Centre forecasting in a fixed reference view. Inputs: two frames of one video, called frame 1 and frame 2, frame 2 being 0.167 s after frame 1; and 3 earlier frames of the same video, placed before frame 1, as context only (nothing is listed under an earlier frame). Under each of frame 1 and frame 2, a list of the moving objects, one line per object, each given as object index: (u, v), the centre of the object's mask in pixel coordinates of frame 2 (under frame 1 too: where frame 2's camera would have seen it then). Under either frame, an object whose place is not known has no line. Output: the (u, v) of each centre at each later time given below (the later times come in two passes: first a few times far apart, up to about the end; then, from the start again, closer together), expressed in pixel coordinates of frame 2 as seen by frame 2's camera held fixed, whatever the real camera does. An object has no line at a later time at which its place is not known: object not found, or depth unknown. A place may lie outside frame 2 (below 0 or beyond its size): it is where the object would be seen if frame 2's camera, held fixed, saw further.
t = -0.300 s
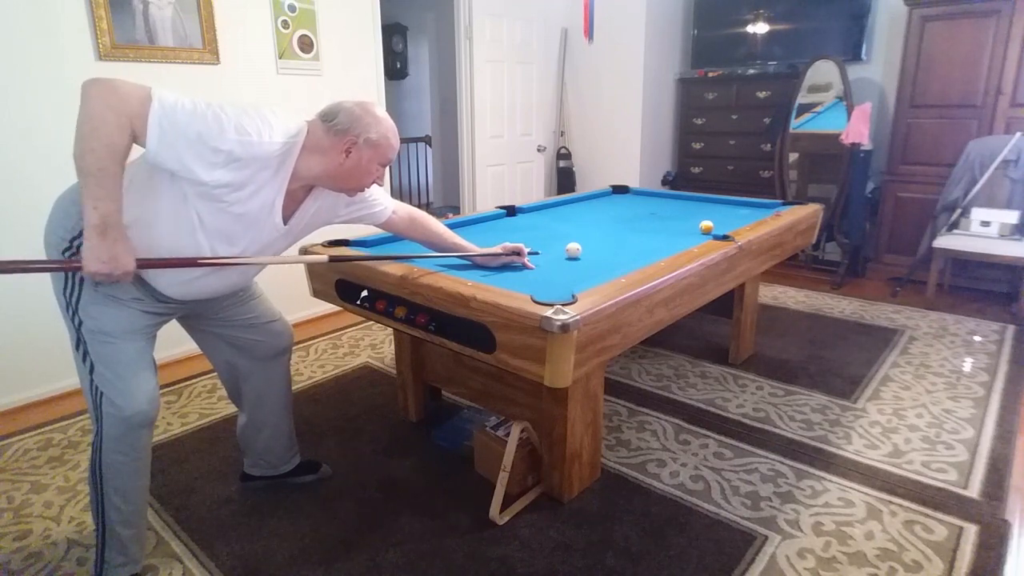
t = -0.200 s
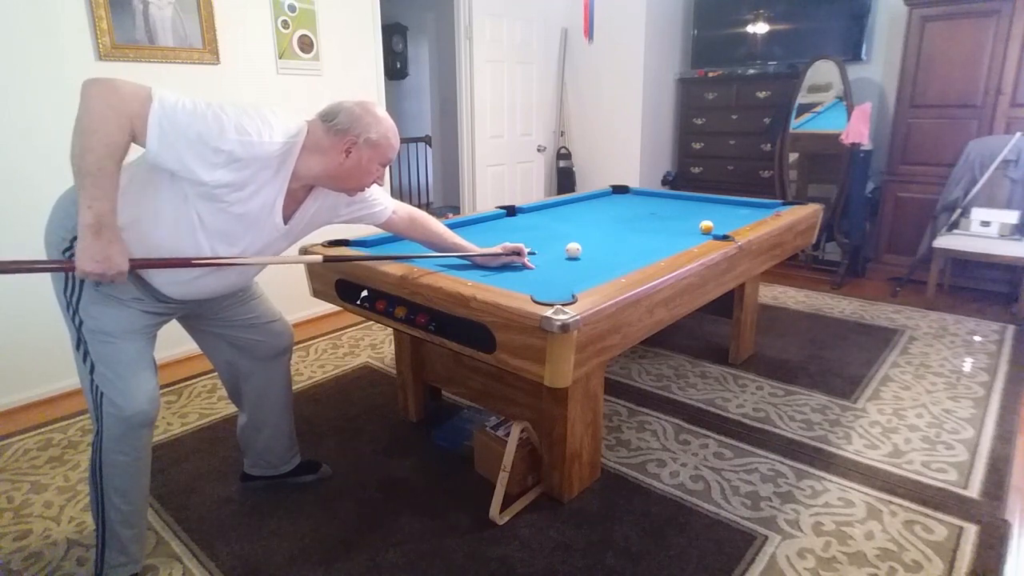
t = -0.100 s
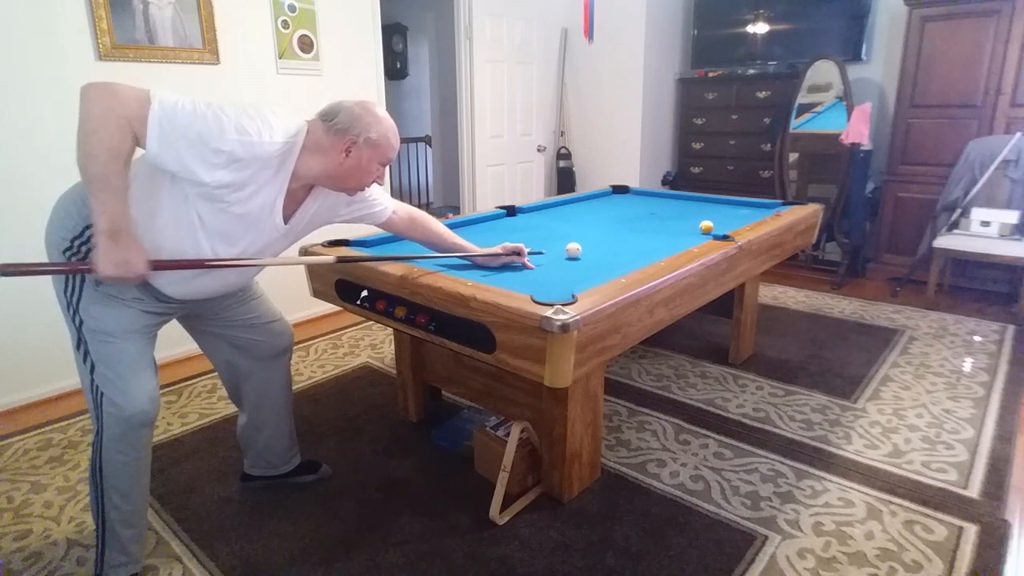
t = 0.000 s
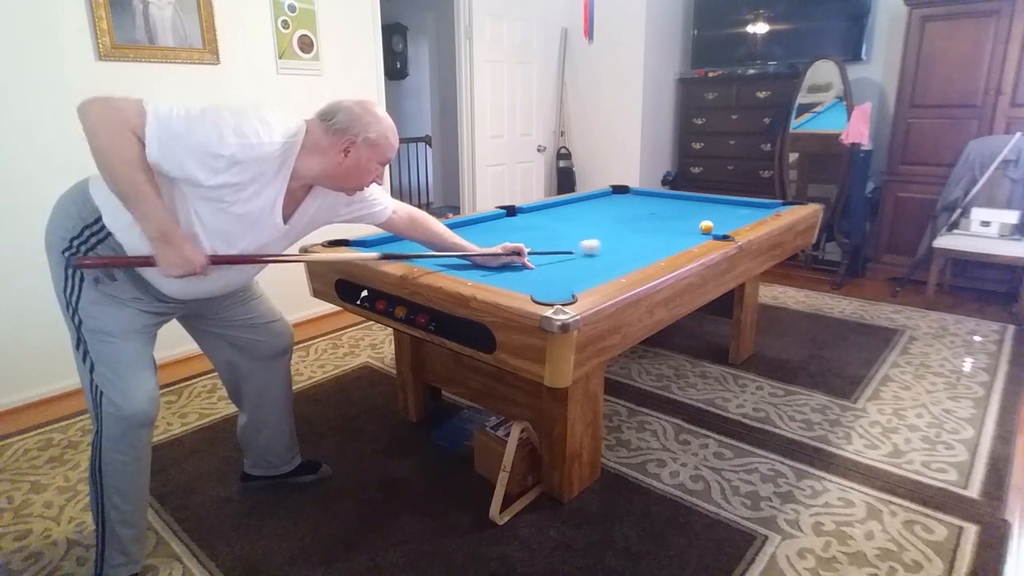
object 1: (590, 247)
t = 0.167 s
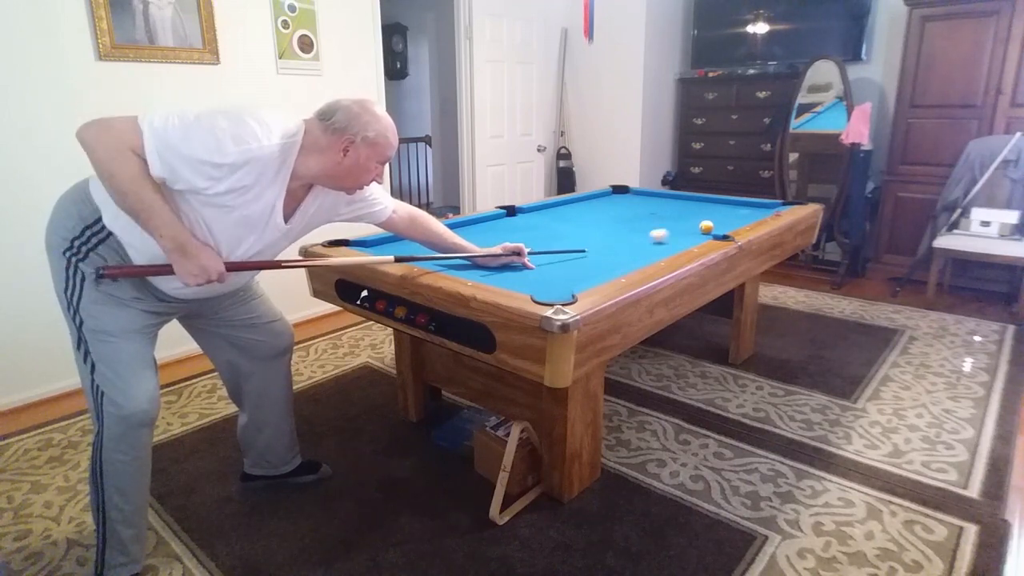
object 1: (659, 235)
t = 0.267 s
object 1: (690, 230)
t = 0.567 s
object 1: (711, 227)
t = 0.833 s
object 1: (705, 226)
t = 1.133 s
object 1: (699, 223)
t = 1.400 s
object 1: (695, 222)
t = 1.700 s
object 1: (691, 220)
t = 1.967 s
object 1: (689, 219)
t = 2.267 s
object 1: (688, 218)
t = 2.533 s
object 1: (687, 218)
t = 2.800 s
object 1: (687, 218)
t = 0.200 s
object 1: (670, 233)
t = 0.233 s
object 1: (681, 232)
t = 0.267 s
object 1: (690, 230)
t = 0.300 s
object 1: (698, 229)
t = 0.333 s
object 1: (703, 229)
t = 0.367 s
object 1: (705, 229)
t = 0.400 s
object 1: (708, 228)
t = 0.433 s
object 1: (712, 228)
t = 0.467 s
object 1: (714, 228)
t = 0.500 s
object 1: (712, 228)
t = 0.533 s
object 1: (711, 228)
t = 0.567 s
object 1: (711, 227)
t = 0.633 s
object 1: (709, 227)
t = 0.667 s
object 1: (709, 227)
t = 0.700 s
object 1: (708, 227)
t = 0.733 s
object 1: (707, 226)
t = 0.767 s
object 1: (707, 226)
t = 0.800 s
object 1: (706, 226)
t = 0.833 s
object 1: (705, 226)
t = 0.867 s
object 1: (705, 226)
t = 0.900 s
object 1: (704, 225)
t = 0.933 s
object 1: (703, 225)
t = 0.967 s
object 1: (703, 225)
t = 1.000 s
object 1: (702, 225)
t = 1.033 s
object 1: (701, 224)
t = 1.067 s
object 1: (701, 224)
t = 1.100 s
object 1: (700, 224)
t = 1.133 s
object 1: (699, 223)
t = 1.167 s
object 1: (699, 223)
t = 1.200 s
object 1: (698, 223)
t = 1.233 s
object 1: (698, 223)
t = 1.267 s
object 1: (697, 223)
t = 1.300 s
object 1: (697, 222)
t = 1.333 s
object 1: (696, 222)
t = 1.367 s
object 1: (696, 222)
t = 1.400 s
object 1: (695, 222)
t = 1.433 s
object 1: (695, 222)
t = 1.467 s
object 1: (694, 221)
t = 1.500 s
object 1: (694, 221)
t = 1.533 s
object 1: (693, 221)
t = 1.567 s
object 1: (693, 221)
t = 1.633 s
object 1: (692, 221)
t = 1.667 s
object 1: (692, 220)
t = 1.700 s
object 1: (691, 220)
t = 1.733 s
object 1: (691, 220)
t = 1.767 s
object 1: (690, 220)
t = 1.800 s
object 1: (690, 220)
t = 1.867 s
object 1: (690, 219)
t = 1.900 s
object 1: (690, 219)
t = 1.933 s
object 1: (689, 219)
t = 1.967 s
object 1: (689, 219)
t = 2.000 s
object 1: (689, 219)
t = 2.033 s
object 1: (689, 219)
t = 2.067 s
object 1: (689, 219)
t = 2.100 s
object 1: (688, 219)
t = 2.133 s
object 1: (688, 218)
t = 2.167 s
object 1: (688, 218)
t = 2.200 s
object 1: (688, 218)
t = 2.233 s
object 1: (688, 218)
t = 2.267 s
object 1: (688, 218)
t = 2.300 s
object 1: (688, 218)
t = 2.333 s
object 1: (687, 218)
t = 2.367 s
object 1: (687, 218)
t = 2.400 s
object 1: (687, 218)
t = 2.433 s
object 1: (687, 218)
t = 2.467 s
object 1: (687, 218)
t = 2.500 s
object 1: (687, 218)
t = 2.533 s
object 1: (687, 218)
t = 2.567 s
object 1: (687, 218)
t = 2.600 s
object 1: (687, 218)
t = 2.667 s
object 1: (687, 218)
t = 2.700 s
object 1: (687, 218)
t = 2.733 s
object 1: (687, 218)
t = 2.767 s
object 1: (687, 218)
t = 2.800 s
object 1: (687, 218)
